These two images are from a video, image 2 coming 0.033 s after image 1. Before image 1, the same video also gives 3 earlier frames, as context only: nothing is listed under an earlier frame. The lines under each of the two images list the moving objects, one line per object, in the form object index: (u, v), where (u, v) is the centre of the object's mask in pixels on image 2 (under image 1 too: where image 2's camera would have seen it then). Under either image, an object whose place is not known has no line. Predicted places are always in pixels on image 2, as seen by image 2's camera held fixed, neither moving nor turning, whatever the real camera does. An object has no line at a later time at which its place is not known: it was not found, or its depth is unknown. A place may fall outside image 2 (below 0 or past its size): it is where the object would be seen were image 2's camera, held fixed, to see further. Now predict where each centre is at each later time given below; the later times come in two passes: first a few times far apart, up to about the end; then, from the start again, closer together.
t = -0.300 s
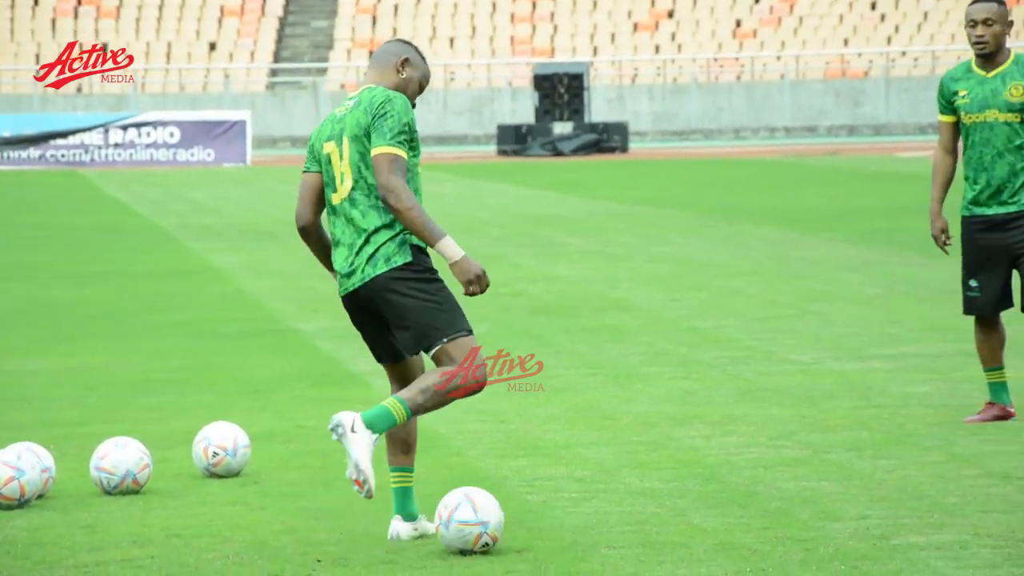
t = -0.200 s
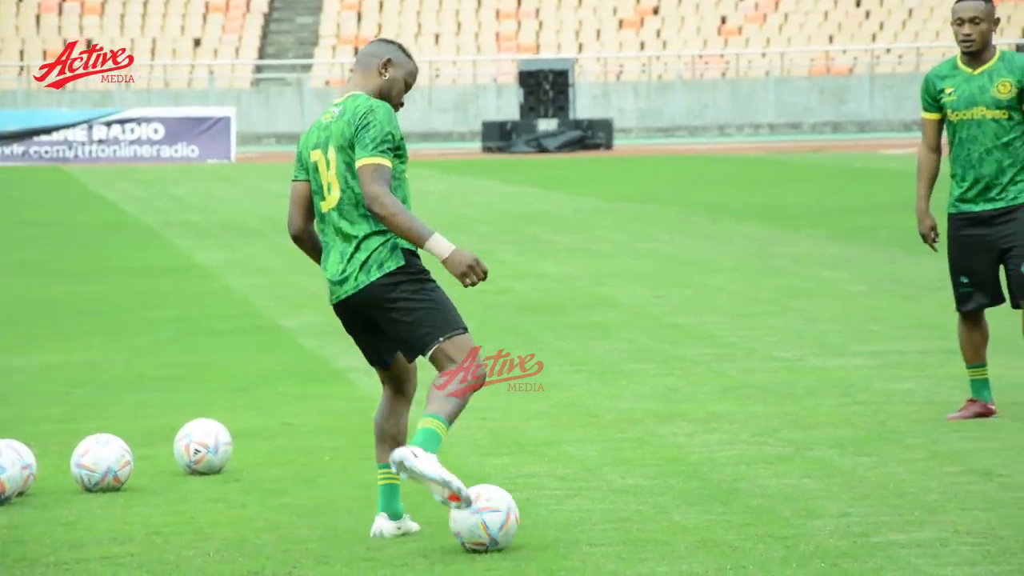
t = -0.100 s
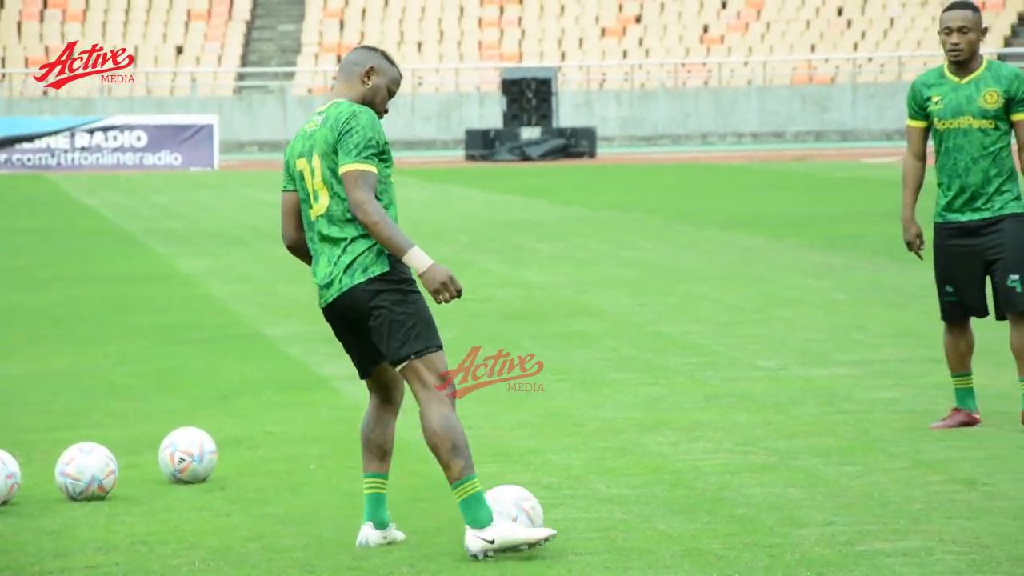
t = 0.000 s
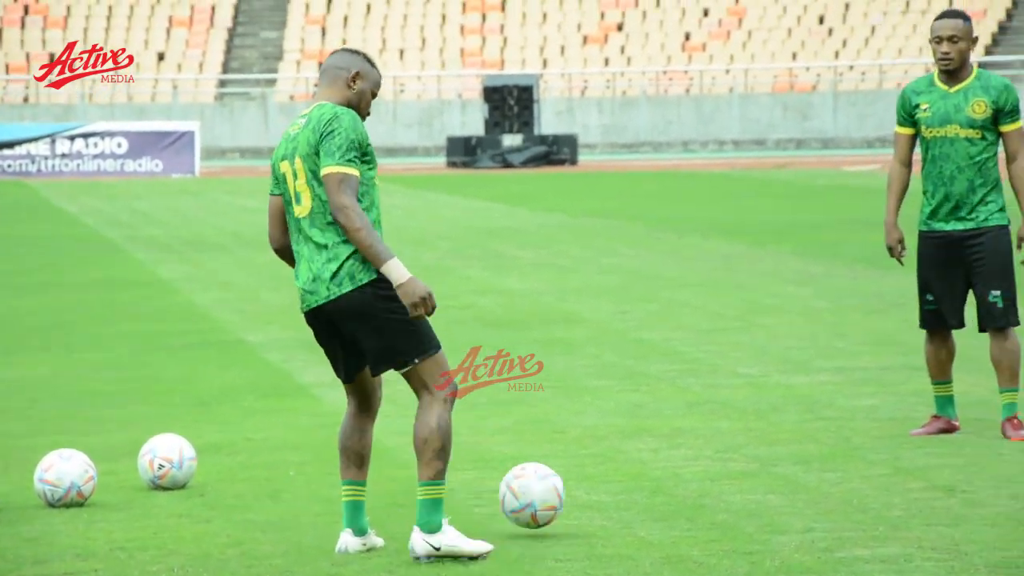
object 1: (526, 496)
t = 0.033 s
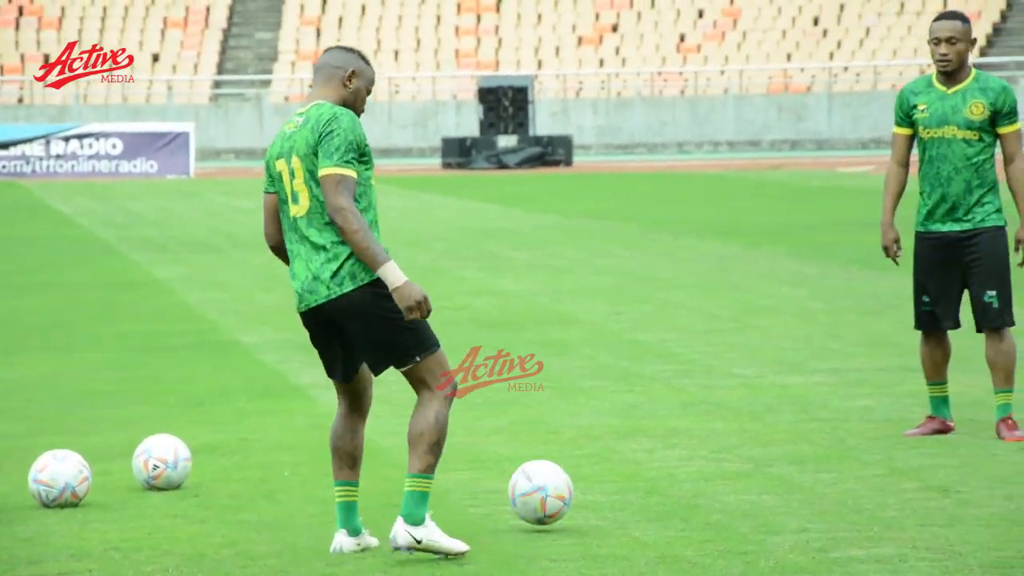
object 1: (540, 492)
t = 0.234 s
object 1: (611, 475)
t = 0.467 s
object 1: (677, 452)
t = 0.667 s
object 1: (725, 434)
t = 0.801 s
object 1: (753, 426)
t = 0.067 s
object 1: (553, 492)
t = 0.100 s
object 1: (567, 492)
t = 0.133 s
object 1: (579, 487)
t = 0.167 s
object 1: (590, 483)
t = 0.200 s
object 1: (601, 480)
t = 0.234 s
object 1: (611, 475)
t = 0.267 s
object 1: (622, 471)
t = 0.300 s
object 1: (631, 467)
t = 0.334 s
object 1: (641, 465)
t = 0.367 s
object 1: (650, 461)
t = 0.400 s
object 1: (659, 457)
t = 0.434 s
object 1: (668, 454)
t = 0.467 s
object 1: (677, 452)
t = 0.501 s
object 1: (685, 449)
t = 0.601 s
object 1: (709, 441)
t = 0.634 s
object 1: (717, 438)
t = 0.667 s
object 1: (725, 434)
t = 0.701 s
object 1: (732, 432)
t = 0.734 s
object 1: (740, 432)
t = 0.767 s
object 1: (746, 430)
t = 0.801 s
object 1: (753, 426)
